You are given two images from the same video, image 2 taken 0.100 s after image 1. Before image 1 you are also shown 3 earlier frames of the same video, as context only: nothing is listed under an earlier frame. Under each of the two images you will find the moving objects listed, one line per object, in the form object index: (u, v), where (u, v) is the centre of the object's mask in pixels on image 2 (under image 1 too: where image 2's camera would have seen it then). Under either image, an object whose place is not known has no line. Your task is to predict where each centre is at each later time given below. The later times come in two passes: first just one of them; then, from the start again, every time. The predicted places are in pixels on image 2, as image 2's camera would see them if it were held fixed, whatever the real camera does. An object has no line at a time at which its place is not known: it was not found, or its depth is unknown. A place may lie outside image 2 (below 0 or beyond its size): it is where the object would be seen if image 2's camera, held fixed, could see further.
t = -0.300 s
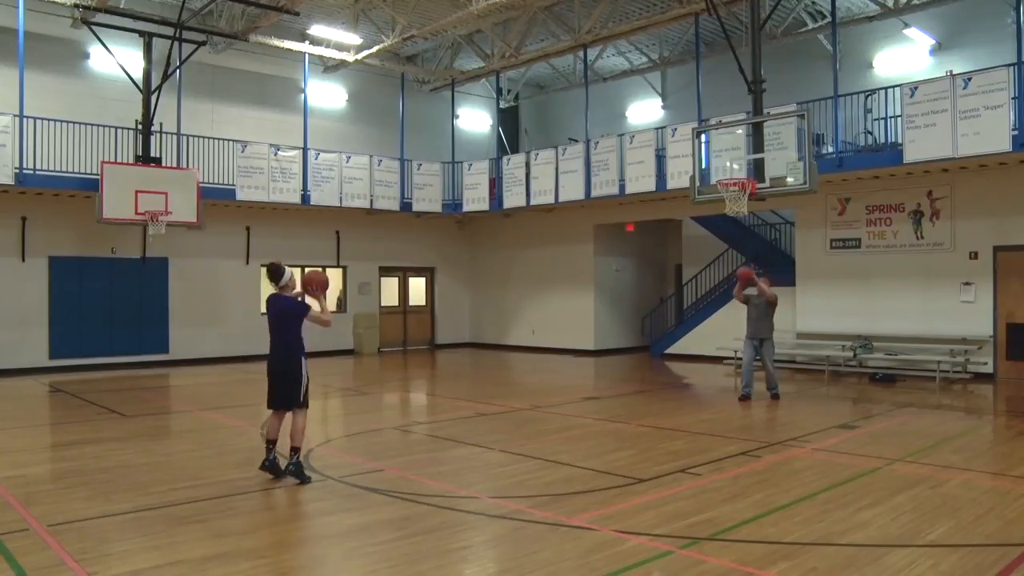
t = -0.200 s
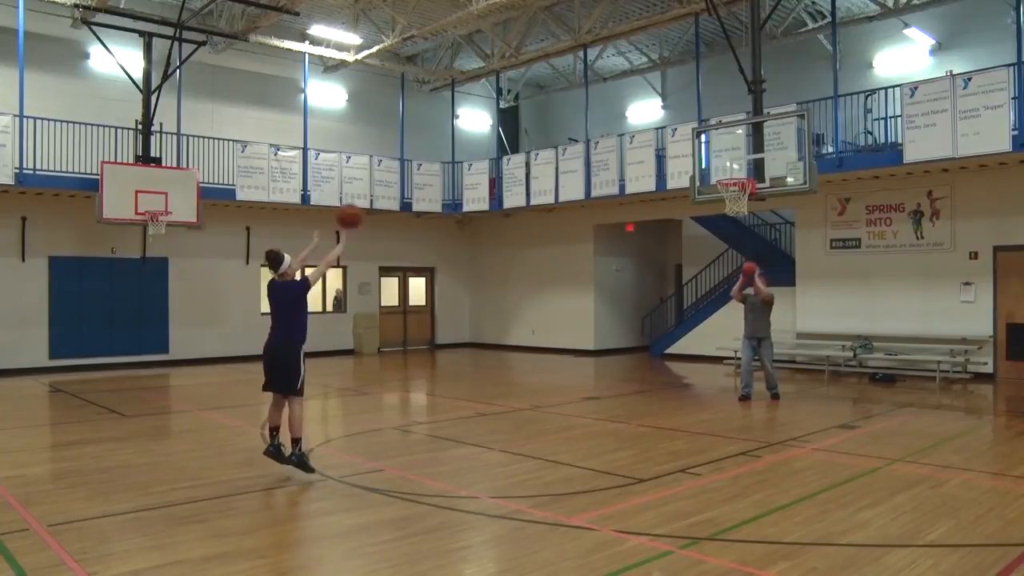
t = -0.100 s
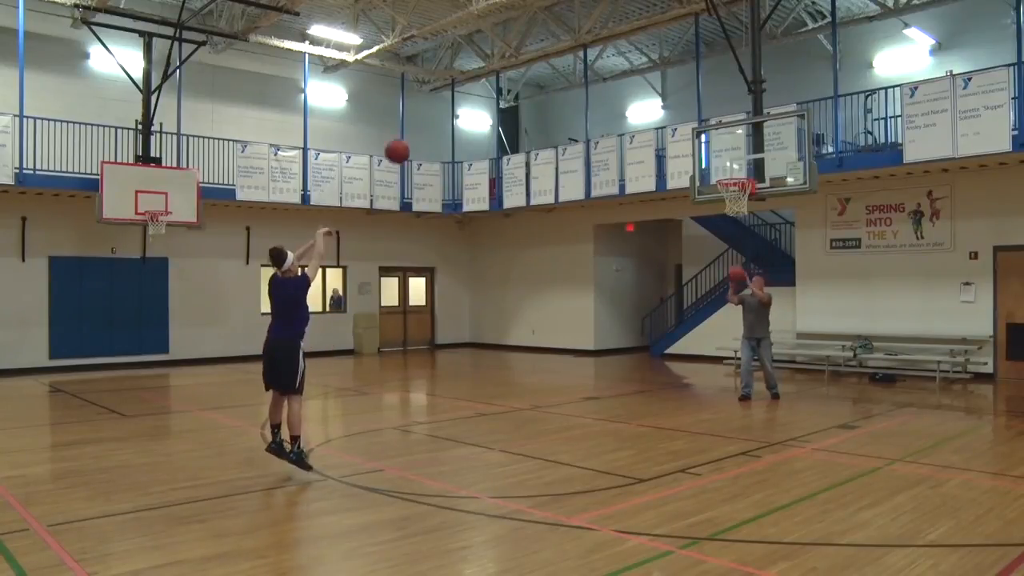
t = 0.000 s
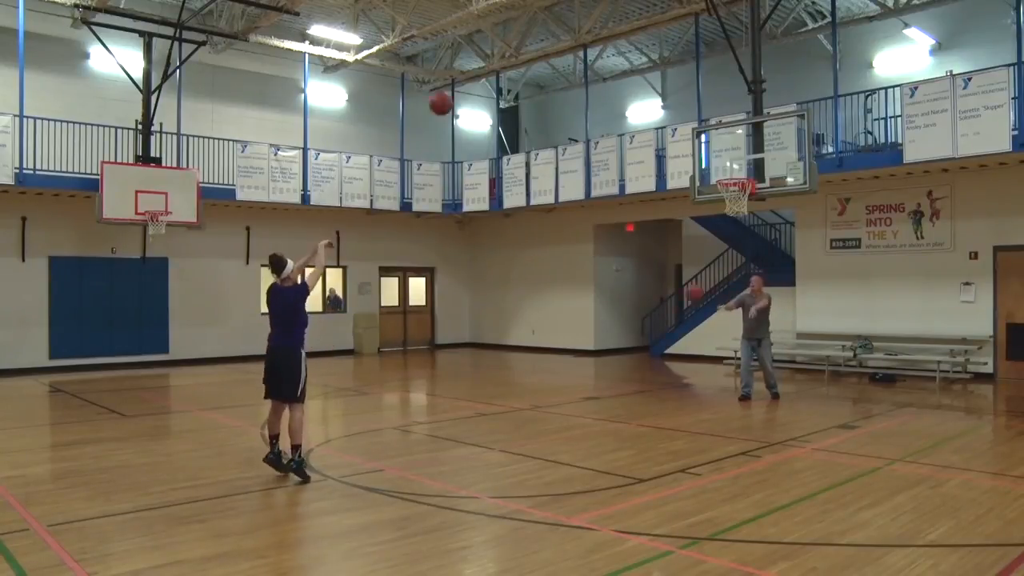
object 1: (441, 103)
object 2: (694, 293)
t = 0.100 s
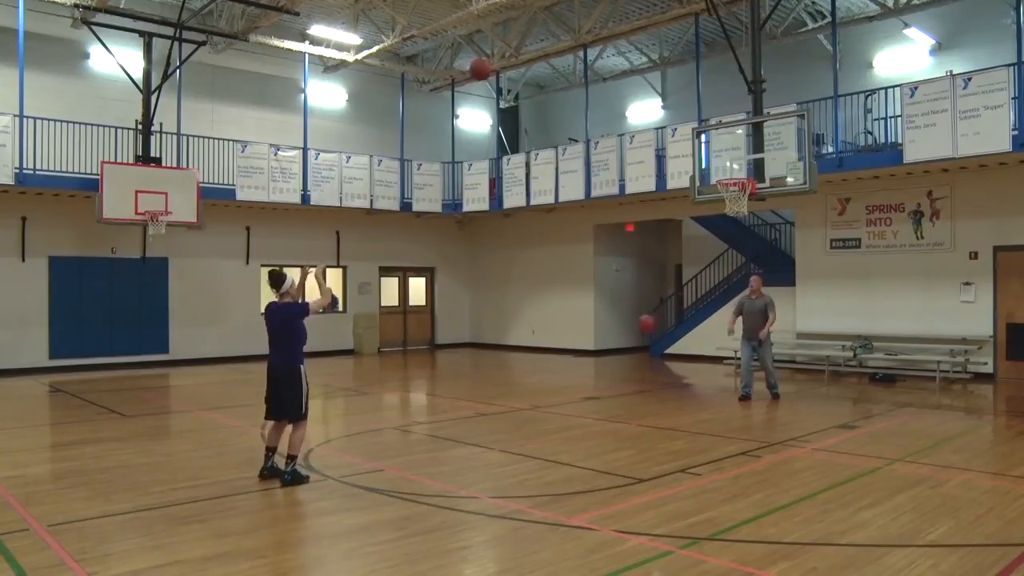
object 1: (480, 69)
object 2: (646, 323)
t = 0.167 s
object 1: (504, 53)
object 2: (610, 352)
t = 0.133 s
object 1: (493, 60)
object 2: (630, 337)
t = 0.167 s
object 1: (504, 53)
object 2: (610, 352)
